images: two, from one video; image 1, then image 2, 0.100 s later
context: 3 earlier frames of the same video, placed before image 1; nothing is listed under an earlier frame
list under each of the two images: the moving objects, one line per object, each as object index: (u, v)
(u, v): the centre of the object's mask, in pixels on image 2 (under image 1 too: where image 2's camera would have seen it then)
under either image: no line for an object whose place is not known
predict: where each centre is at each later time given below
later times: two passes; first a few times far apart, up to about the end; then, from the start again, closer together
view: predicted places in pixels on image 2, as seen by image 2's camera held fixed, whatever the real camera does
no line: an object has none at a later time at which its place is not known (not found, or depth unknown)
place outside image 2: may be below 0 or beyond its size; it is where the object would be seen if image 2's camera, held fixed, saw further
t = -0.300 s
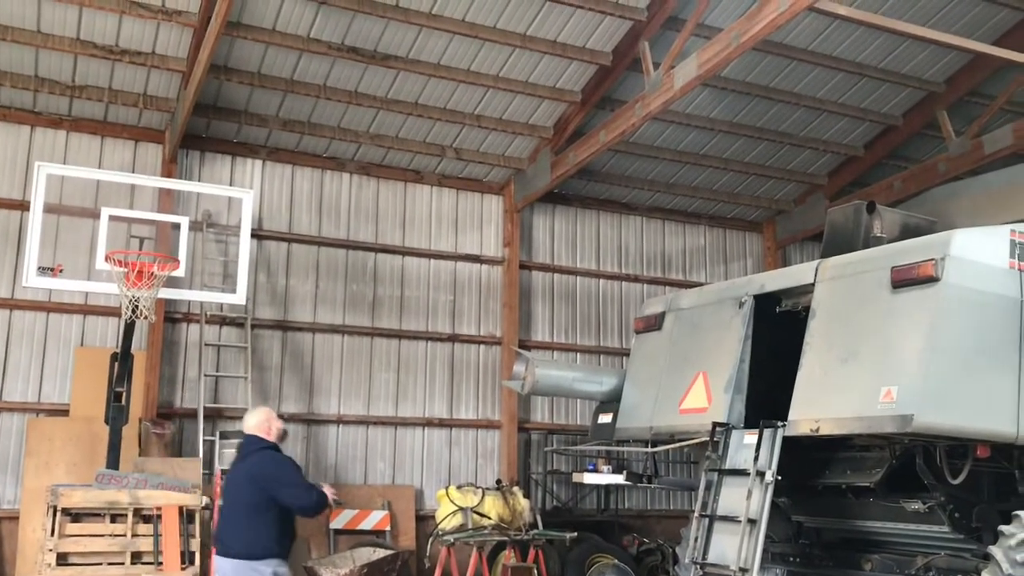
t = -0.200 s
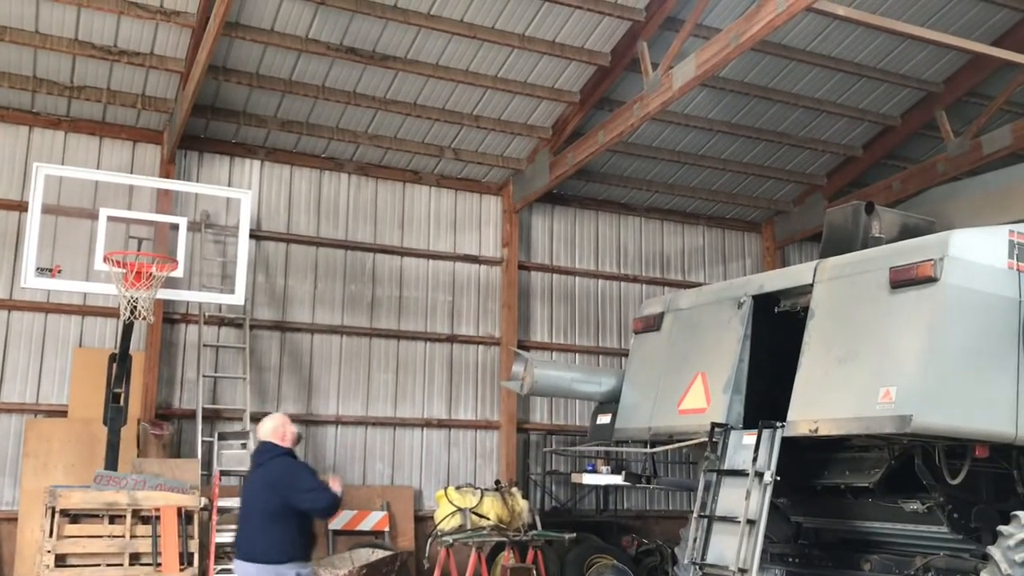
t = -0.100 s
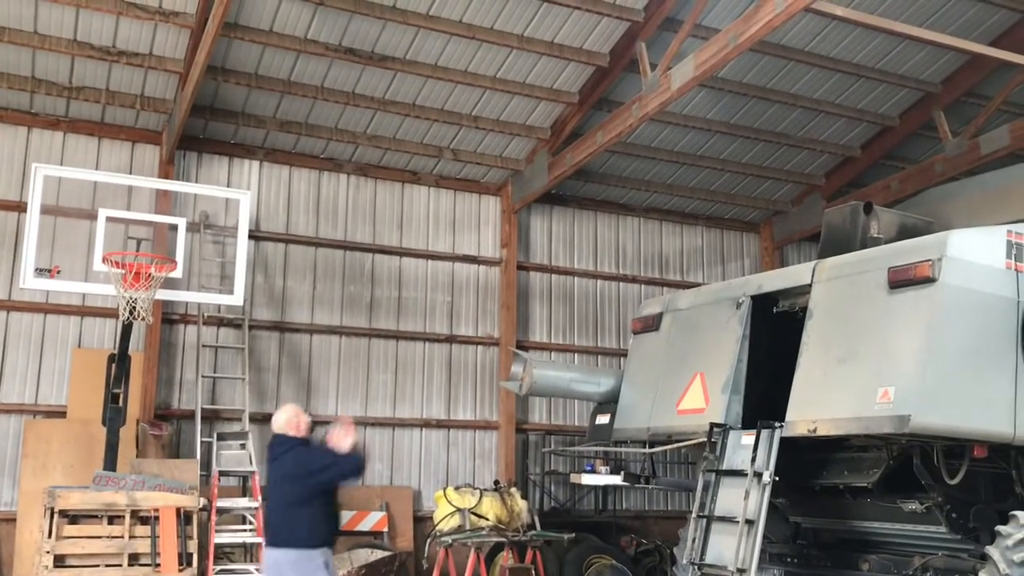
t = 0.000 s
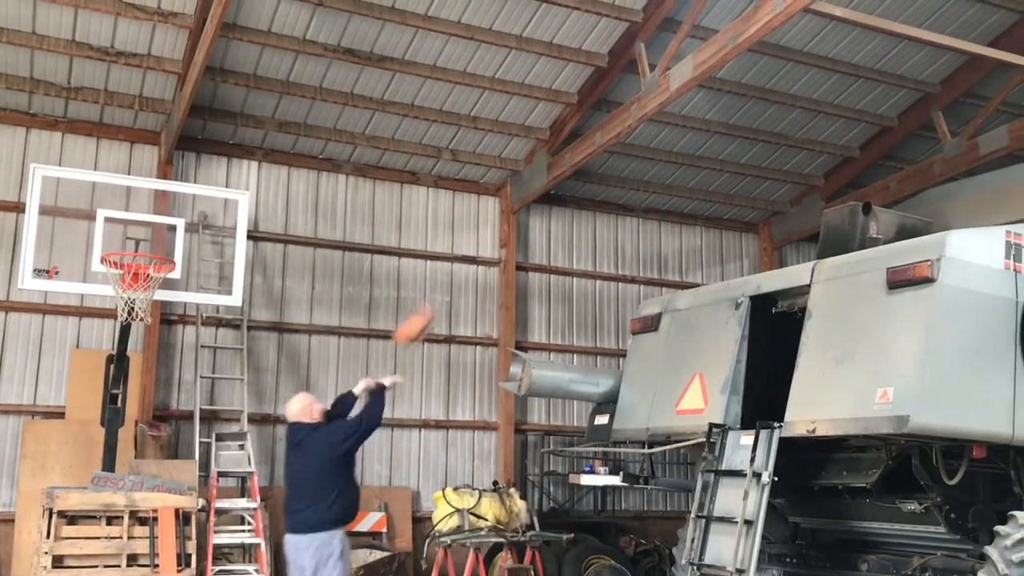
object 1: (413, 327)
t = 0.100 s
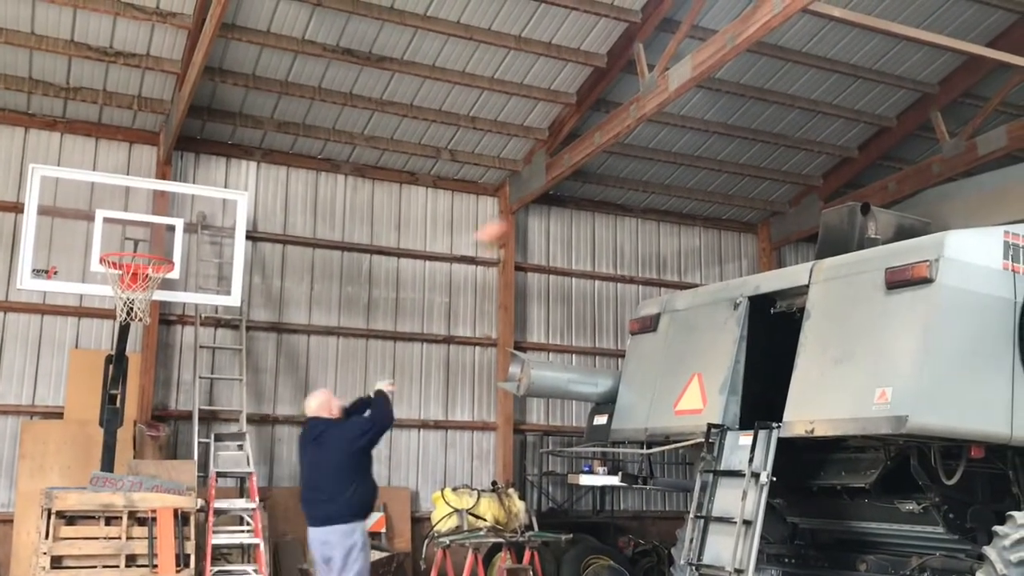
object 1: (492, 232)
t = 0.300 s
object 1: (617, 109)
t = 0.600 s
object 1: (534, 40)
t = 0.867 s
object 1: (396, 64)
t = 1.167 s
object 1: (219, 193)
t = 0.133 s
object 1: (515, 209)
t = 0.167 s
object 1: (537, 182)
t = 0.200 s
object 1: (556, 157)
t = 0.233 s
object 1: (576, 142)
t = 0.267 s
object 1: (597, 129)
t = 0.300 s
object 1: (617, 109)
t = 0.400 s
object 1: (627, 75)
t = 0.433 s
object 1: (613, 66)
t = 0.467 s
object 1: (598, 59)
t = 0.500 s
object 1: (581, 53)
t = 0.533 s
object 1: (567, 48)
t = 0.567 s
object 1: (548, 43)
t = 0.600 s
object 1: (534, 40)
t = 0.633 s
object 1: (518, 39)
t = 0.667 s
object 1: (501, 39)
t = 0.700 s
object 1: (484, 40)
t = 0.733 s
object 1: (467, 42)
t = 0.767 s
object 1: (450, 46)
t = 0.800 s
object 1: (432, 51)
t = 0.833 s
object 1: (415, 56)
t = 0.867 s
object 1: (396, 64)
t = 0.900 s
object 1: (379, 71)
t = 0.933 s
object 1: (363, 81)
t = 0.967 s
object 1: (339, 94)
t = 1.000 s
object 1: (321, 107)
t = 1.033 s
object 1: (302, 120)
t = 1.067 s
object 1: (283, 137)
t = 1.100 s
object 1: (262, 152)
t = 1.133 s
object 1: (237, 169)
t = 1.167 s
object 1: (219, 193)
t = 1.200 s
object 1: (198, 214)
